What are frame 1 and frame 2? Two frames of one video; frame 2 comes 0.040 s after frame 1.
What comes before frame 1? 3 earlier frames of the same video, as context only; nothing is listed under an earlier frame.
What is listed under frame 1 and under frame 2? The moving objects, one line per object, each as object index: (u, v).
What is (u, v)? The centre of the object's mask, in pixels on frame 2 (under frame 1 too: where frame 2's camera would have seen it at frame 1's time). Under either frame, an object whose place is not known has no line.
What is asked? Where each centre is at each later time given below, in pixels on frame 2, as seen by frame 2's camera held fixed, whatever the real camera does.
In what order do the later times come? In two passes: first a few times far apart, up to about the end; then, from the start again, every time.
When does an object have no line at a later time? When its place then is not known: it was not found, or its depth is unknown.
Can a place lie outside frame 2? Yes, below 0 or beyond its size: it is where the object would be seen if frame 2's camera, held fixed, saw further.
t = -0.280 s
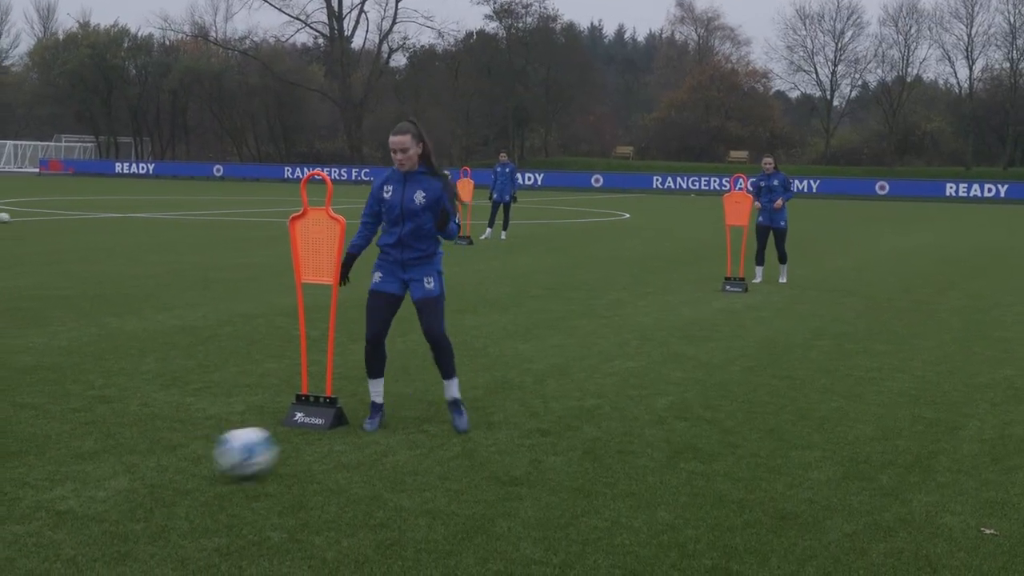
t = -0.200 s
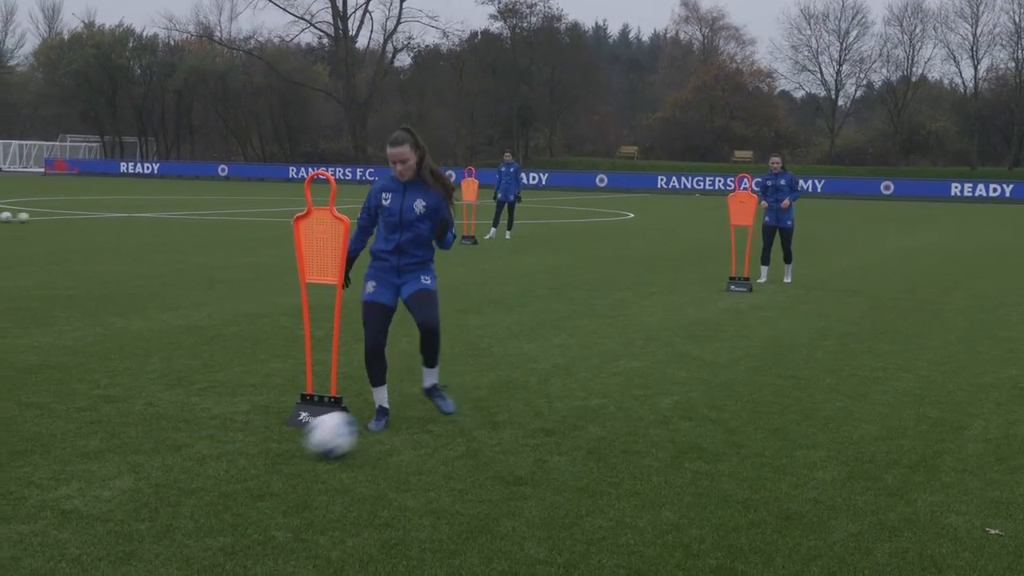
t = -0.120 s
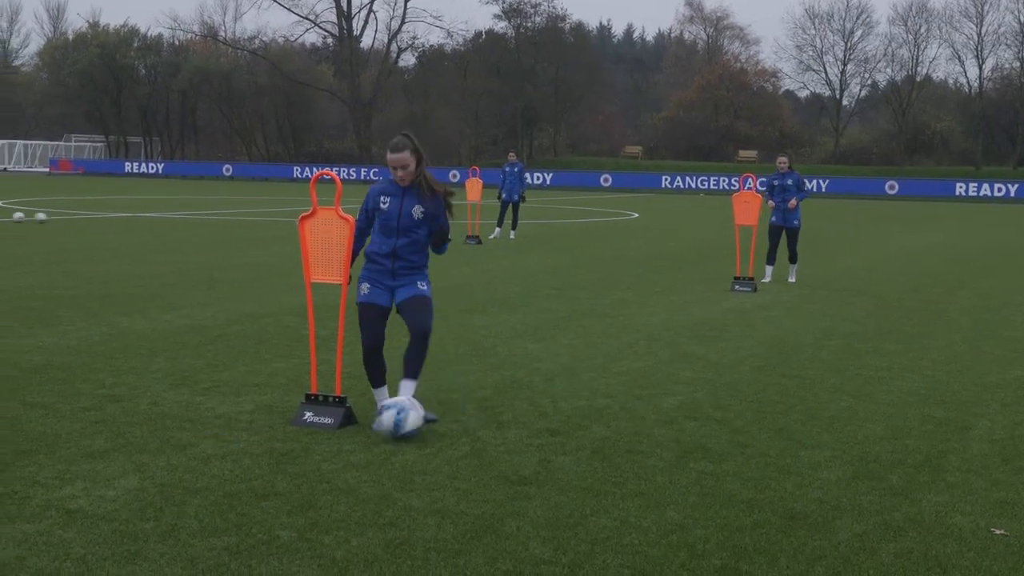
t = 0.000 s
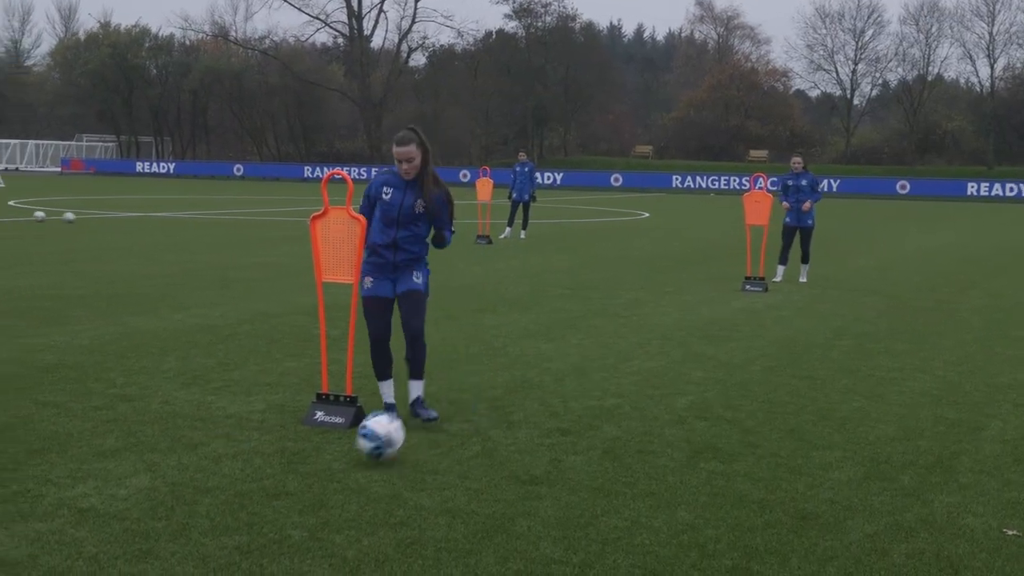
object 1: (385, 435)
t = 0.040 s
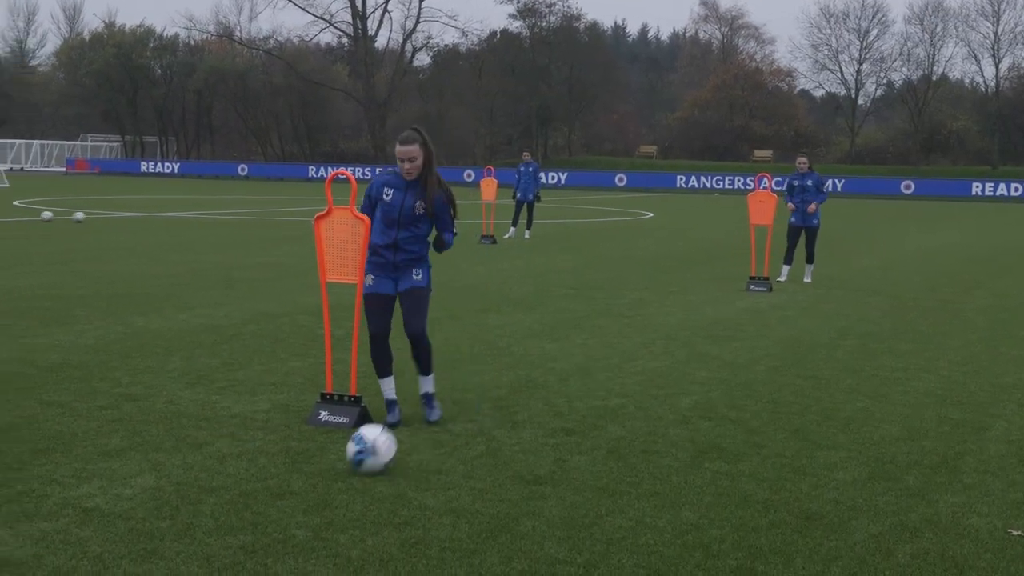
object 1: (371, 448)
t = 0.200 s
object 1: (318, 480)
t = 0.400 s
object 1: (244, 533)
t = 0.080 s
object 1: (358, 458)
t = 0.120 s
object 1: (346, 462)
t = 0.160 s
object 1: (332, 469)
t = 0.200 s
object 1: (318, 480)
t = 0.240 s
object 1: (303, 495)
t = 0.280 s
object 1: (289, 501)
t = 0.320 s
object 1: (274, 508)
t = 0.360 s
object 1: (260, 519)
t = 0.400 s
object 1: (244, 533)
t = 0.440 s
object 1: (229, 542)
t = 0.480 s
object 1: (214, 548)
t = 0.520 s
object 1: (198, 556)
